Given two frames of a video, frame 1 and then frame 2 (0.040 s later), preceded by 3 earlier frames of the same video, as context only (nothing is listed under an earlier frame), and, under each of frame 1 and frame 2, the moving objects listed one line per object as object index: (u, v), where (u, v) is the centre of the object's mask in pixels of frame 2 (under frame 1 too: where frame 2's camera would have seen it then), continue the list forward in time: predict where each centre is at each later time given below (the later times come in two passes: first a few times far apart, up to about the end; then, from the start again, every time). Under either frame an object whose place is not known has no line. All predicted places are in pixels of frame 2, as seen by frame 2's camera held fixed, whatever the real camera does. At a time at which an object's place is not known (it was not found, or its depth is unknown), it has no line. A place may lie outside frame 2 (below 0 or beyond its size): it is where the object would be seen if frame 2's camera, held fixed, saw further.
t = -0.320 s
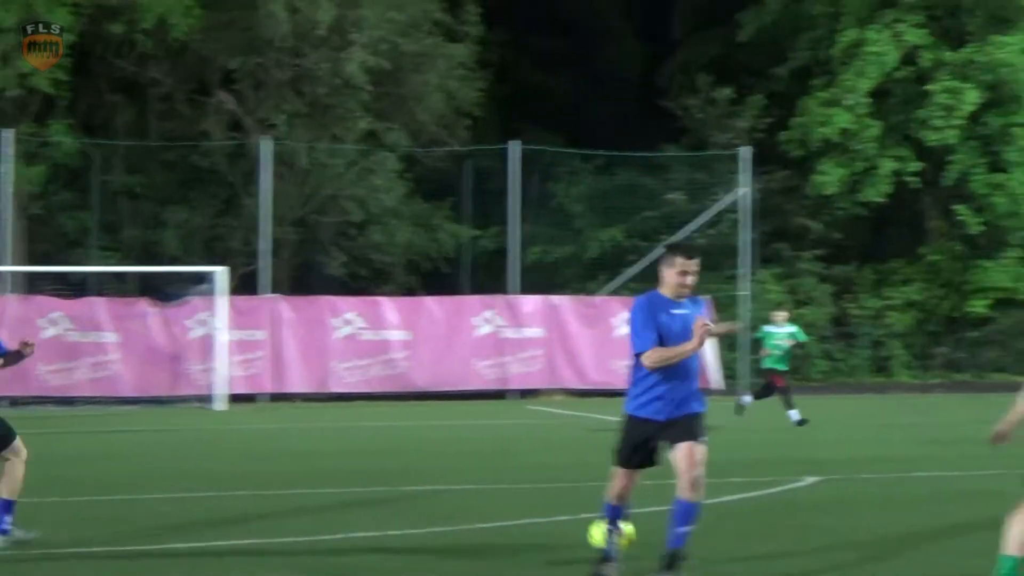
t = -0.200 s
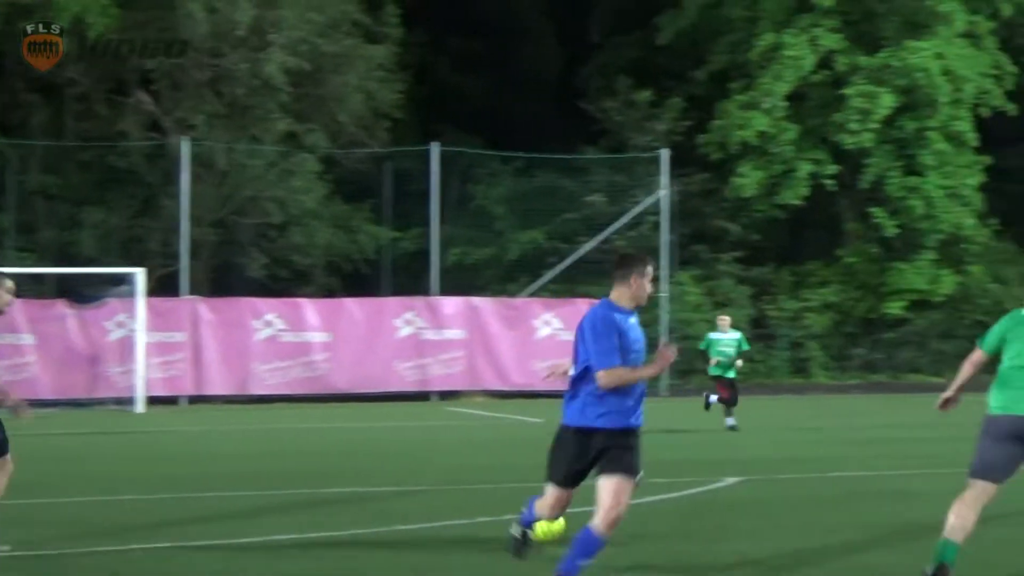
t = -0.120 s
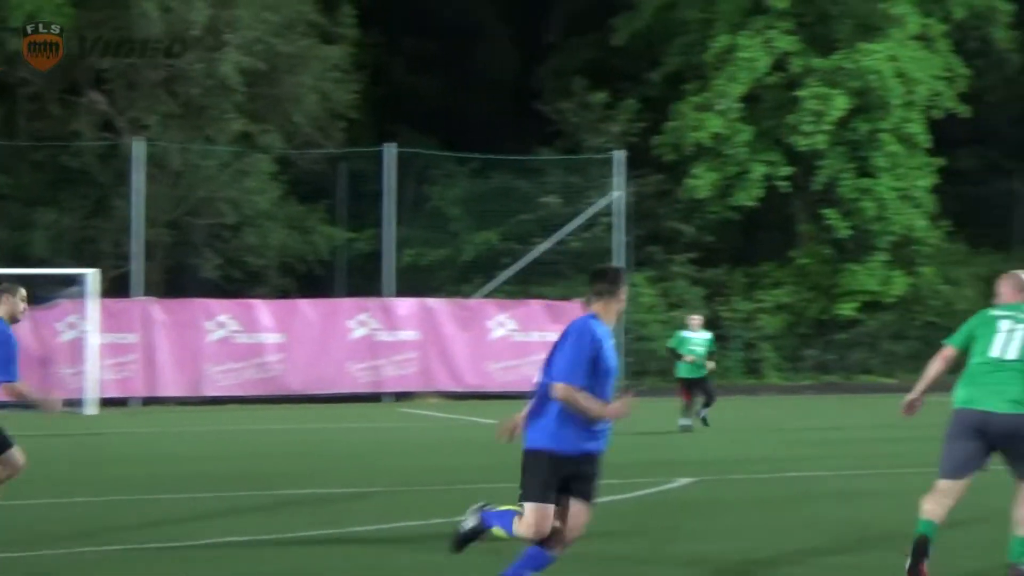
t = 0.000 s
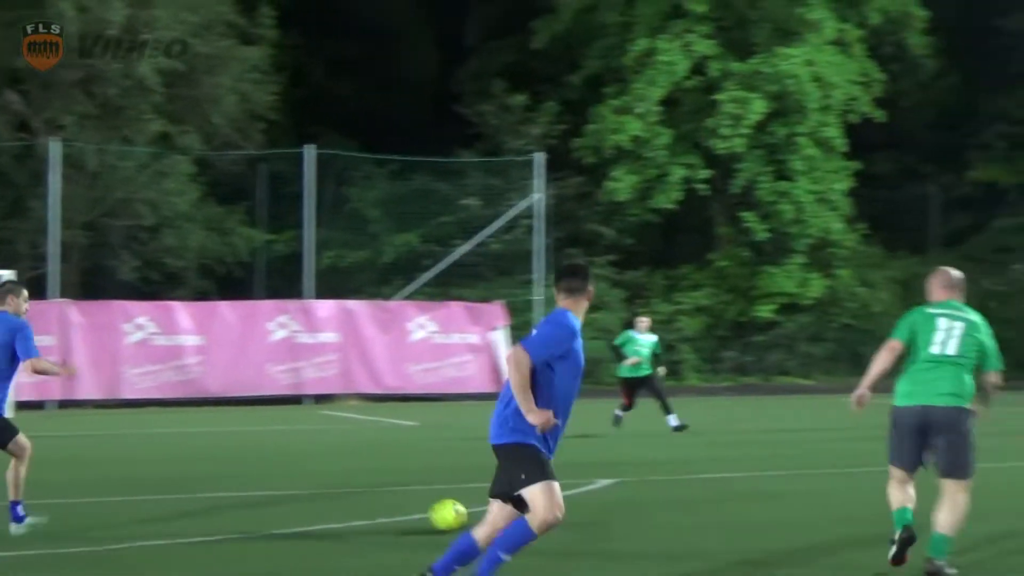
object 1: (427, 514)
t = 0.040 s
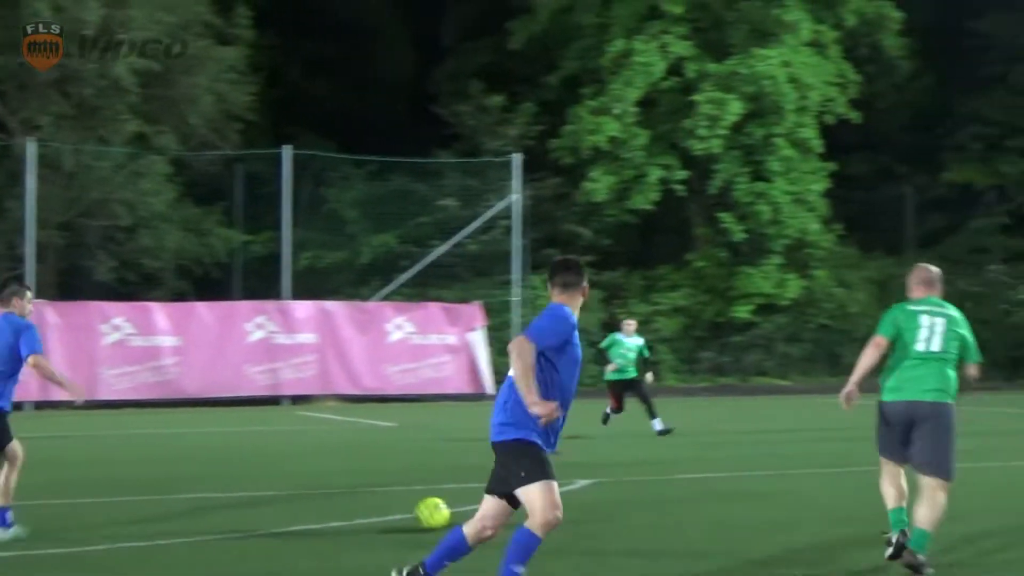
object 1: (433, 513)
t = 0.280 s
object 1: (464, 500)
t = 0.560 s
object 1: (492, 490)
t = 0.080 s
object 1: (439, 511)
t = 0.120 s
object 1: (444, 509)
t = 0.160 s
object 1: (449, 507)
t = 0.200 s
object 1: (455, 505)
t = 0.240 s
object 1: (460, 503)
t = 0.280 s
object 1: (464, 500)
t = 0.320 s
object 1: (469, 498)
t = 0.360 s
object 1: (473, 497)
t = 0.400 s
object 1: (477, 495)
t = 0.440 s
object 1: (482, 494)
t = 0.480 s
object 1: (486, 491)
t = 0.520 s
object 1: (488, 490)
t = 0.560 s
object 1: (492, 490)
